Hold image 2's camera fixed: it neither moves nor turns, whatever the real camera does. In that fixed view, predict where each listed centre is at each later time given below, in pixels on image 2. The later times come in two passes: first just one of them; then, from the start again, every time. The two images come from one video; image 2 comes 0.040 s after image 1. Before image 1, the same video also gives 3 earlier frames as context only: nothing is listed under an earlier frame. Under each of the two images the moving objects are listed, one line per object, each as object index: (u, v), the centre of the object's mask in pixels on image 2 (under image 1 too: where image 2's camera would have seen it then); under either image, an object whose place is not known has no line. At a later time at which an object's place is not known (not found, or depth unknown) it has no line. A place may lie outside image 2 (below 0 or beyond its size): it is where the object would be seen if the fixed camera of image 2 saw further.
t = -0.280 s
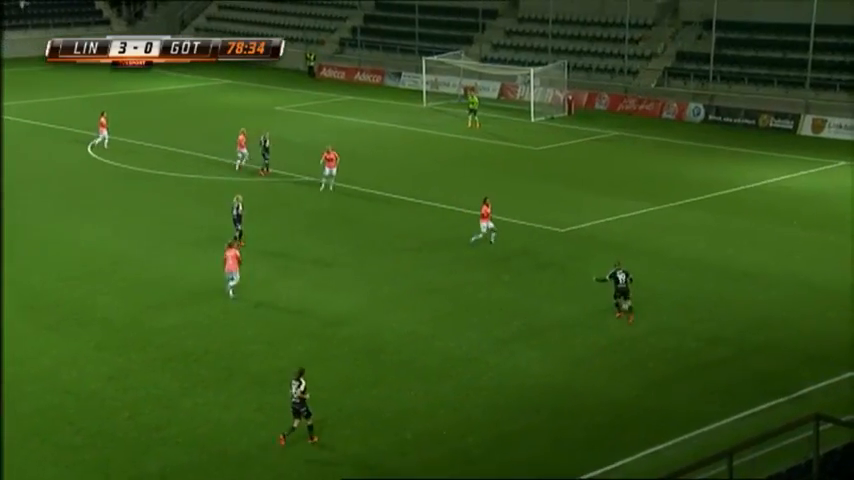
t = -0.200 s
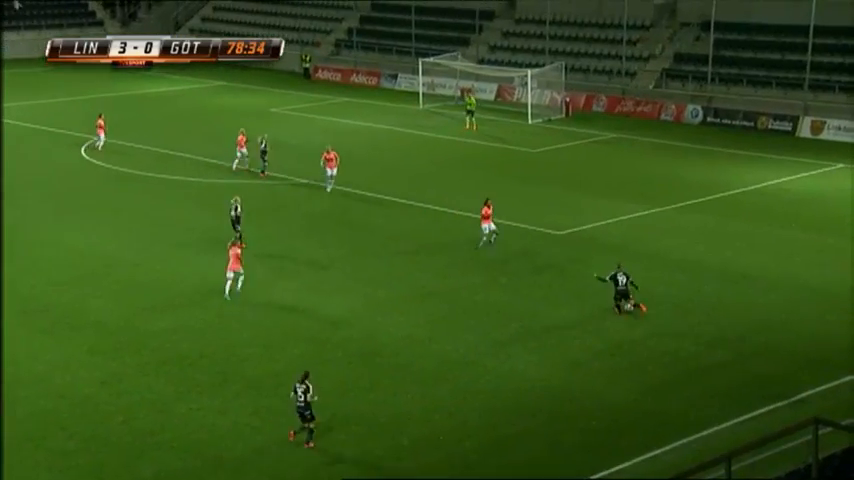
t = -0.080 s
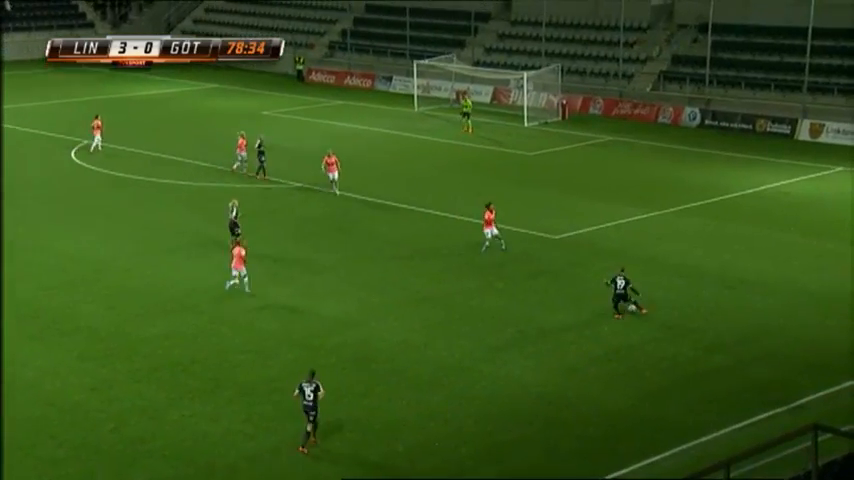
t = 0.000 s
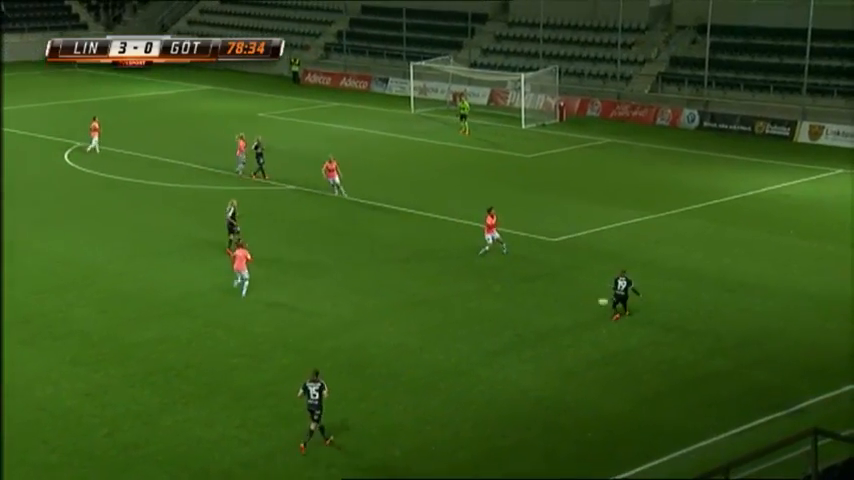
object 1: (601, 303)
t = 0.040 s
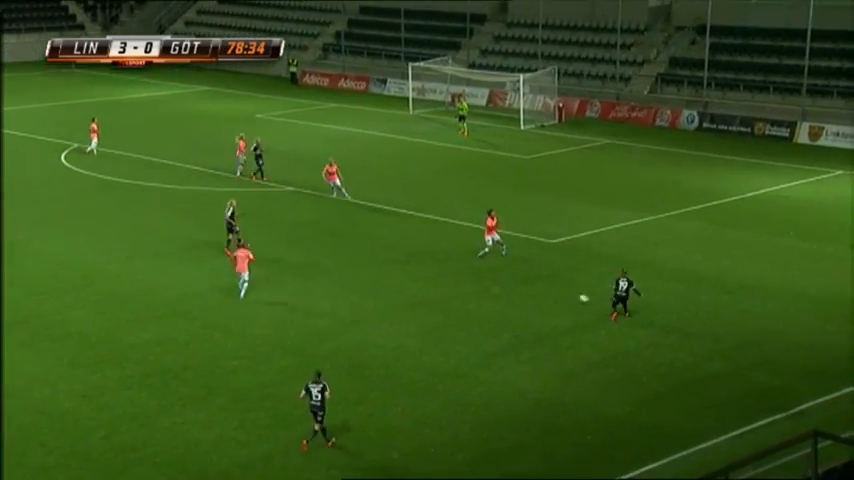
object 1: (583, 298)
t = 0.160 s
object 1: (532, 285)
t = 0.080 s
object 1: (565, 293)
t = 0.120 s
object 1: (548, 289)
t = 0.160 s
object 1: (532, 285)
